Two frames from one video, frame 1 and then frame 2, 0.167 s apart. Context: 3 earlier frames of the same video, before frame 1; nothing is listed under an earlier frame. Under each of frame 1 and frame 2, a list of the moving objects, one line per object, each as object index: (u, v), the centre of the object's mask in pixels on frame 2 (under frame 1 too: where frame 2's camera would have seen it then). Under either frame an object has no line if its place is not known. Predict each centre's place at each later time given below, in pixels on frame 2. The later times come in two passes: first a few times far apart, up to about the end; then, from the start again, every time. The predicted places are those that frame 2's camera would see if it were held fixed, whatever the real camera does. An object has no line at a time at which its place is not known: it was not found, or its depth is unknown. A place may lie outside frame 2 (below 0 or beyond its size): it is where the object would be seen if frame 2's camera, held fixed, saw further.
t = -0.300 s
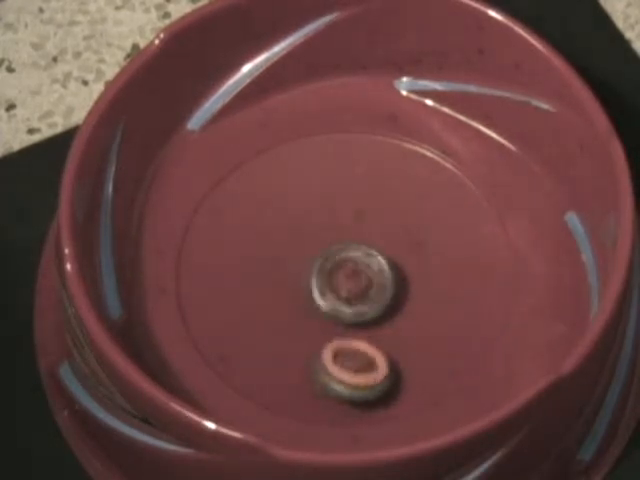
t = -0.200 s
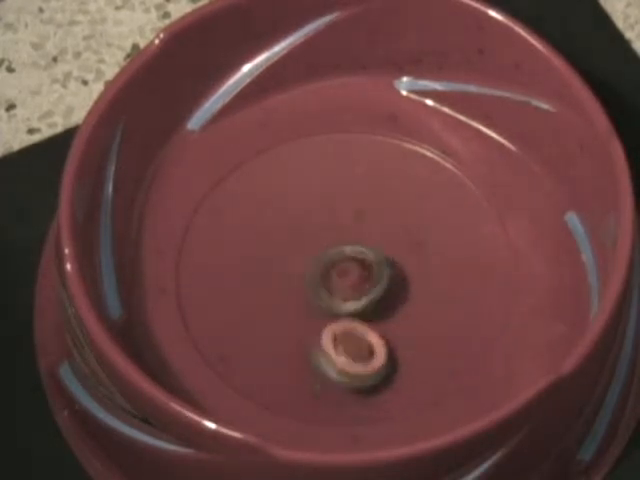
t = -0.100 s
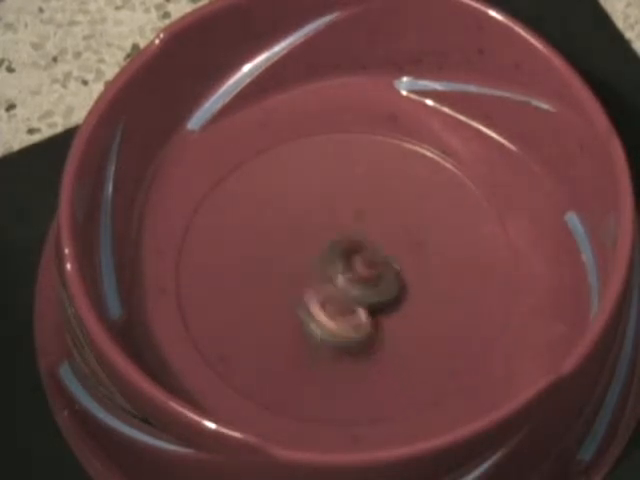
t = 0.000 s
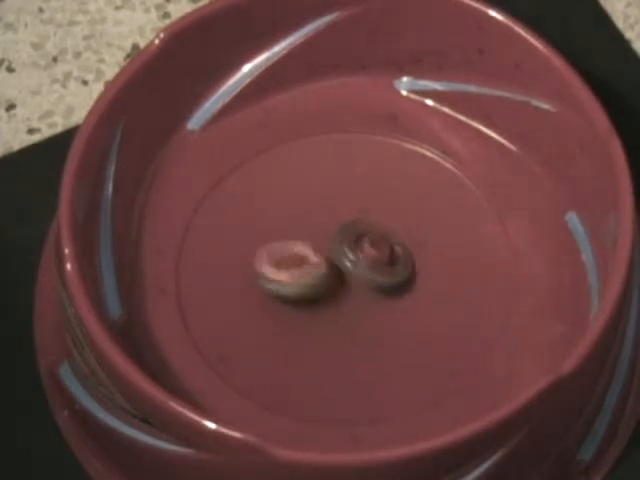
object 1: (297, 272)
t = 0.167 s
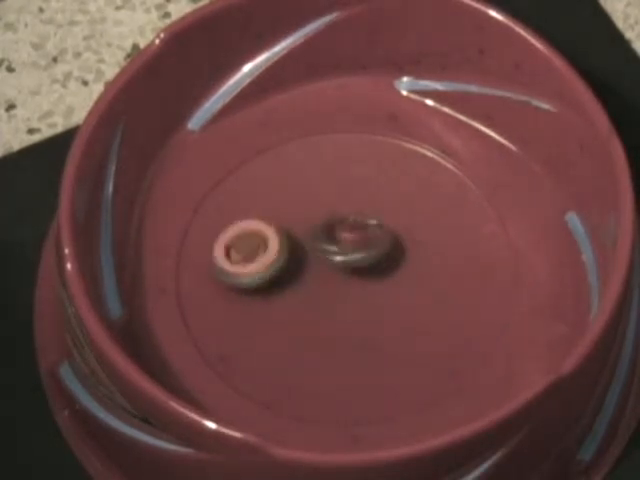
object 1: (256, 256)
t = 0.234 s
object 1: (255, 266)
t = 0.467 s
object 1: (289, 309)
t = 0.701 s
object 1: (356, 304)
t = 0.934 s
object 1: (358, 293)
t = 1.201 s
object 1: (351, 293)
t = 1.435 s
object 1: (355, 294)
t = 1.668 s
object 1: (353, 293)
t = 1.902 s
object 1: (353, 293)
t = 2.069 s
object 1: (353, 293)
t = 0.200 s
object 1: (257, 261)
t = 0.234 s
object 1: (255, 266)
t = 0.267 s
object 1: (258, 273)
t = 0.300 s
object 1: (261, 279)
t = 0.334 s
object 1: (265, 286)
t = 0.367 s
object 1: (271, 292)
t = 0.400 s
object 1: (276, 297)
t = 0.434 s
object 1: (284, 304)
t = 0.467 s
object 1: (289, 309)
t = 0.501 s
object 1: (300, 314)
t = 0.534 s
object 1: (309, 318)
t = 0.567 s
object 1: (320, 320)
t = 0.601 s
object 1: (331, 319)
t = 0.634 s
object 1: (340, 315)
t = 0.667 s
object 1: (349, 308)
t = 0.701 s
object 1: (356, 304)
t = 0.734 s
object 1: (362, 298)
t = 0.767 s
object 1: (363, 295)
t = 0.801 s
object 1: (364, 293)
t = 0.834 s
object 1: (363, 293)
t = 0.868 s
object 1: (361, 293)
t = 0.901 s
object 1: (359, 293)
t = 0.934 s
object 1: (358, 293)
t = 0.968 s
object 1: (357, 292)
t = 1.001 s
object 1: (355, 292)
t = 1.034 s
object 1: (353, 292)
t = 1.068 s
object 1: (352, 292)
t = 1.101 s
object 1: (350, 292)
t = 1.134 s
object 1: (350, 292)
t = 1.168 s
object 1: (350, 293)
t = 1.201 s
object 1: (351, 293)
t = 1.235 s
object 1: (352, 293)
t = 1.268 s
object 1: (353, 293)
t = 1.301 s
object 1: (354, 293)
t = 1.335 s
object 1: (355, 293)
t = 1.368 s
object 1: (355, 294)
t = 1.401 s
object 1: (355, 294)
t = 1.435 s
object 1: (355, 294)
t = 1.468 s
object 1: (355, 294)
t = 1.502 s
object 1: (355, 294)
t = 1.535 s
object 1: (354, 294)
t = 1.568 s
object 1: (354, 293)
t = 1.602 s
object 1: (353, 293)
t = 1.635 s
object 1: (353, 293)
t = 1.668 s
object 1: (353, 293)
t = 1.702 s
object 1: (353, 293)
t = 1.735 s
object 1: (353, 293)
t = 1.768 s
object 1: (353, 293)
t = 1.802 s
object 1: (353, 293)
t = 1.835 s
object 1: (353, 293)
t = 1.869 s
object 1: (353, 293)
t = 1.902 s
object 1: (353, 293)
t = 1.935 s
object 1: (352, 293)
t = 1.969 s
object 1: (352, 293)
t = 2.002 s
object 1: (352, 293)
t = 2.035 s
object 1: (352, 293)
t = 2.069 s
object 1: (353, 293)
